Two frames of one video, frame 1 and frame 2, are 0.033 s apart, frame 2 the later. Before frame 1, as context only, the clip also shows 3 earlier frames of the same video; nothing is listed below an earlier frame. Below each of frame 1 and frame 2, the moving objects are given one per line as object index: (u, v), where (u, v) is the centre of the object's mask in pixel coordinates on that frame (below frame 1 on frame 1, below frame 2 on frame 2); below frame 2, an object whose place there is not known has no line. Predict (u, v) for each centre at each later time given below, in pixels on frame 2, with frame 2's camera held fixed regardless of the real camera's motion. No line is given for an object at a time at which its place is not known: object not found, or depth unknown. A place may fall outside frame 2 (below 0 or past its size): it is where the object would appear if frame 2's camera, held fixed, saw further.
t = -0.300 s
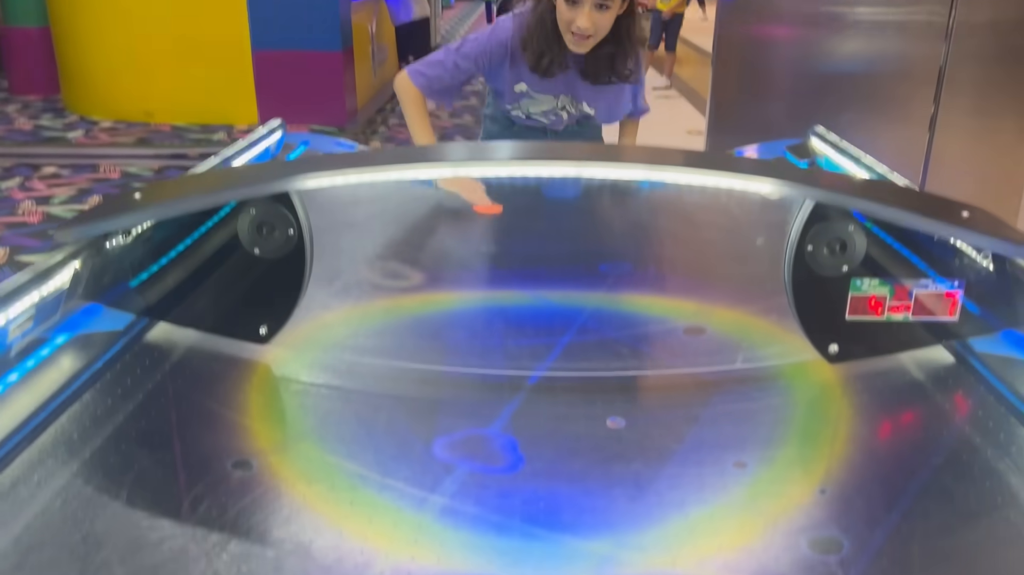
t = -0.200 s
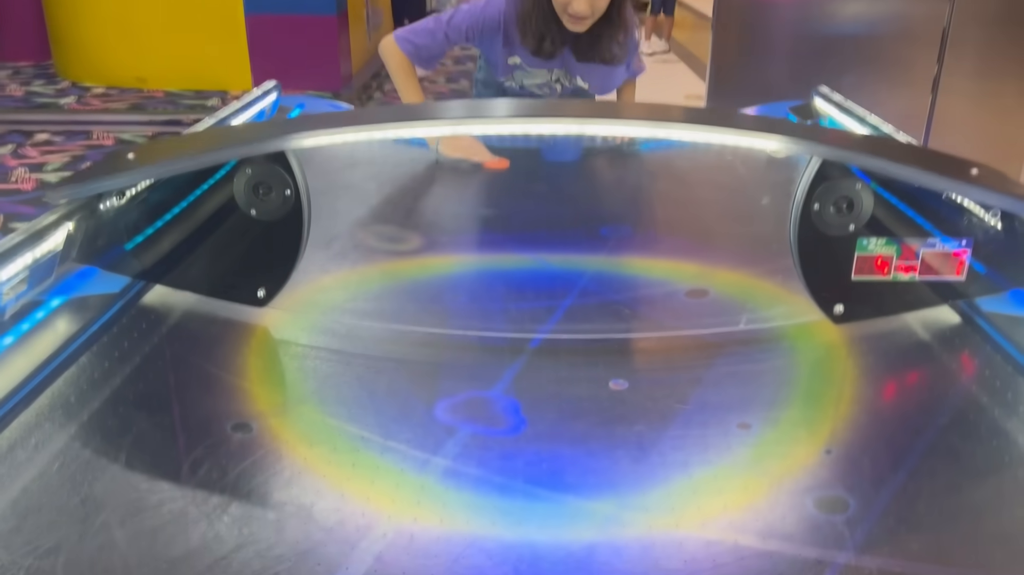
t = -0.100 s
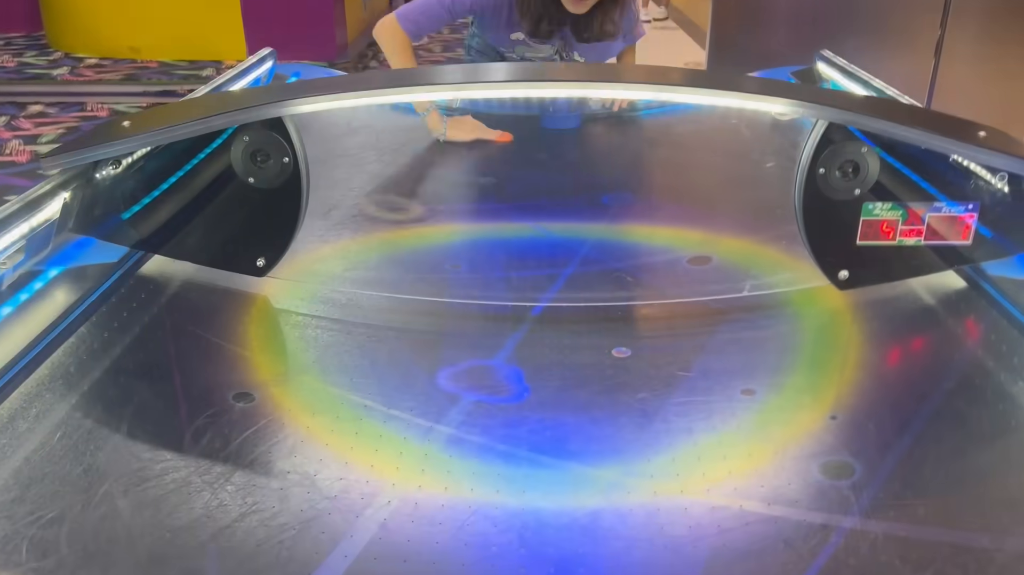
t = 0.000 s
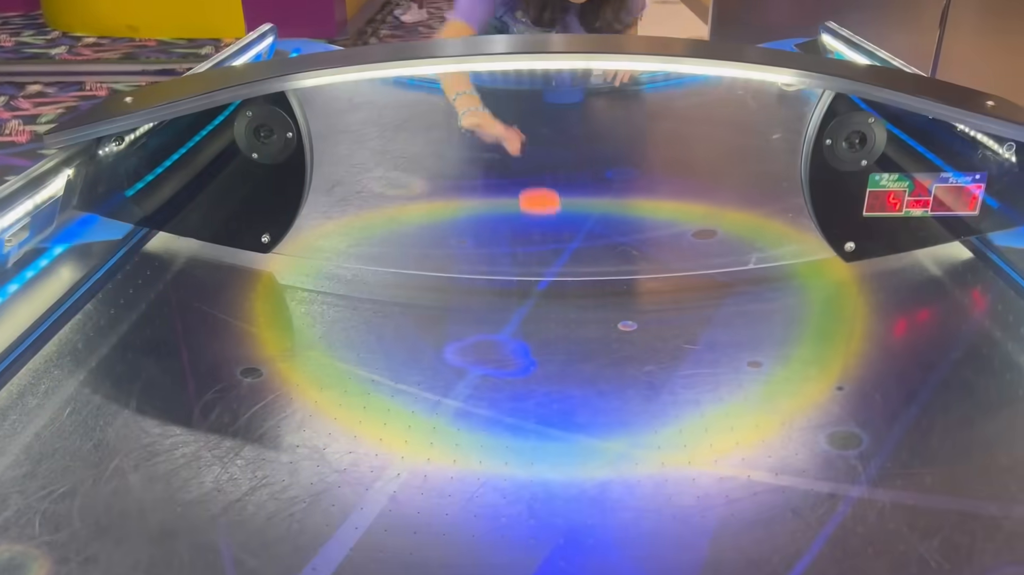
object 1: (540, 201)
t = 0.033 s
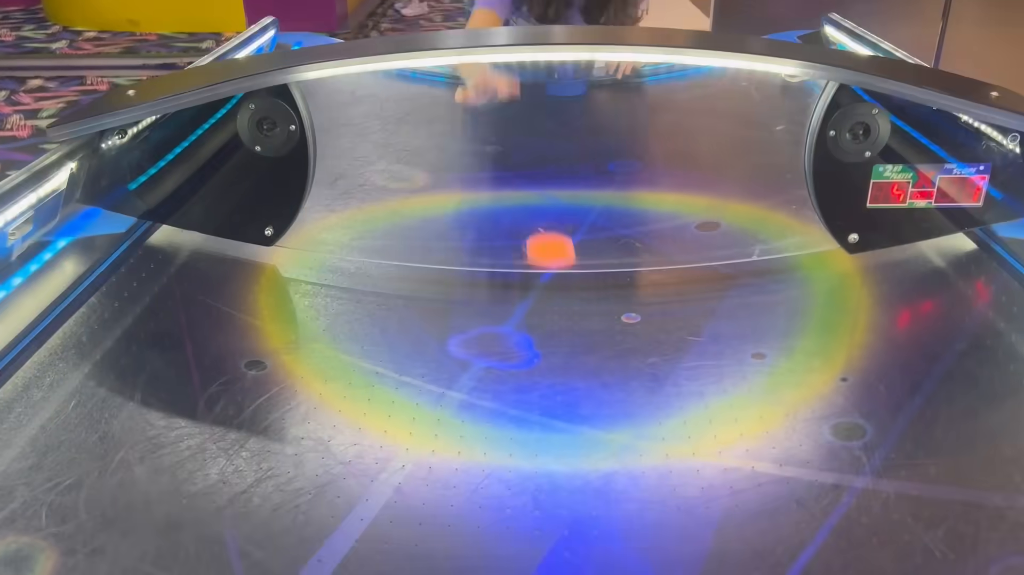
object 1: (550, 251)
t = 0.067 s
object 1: (562, 327)
